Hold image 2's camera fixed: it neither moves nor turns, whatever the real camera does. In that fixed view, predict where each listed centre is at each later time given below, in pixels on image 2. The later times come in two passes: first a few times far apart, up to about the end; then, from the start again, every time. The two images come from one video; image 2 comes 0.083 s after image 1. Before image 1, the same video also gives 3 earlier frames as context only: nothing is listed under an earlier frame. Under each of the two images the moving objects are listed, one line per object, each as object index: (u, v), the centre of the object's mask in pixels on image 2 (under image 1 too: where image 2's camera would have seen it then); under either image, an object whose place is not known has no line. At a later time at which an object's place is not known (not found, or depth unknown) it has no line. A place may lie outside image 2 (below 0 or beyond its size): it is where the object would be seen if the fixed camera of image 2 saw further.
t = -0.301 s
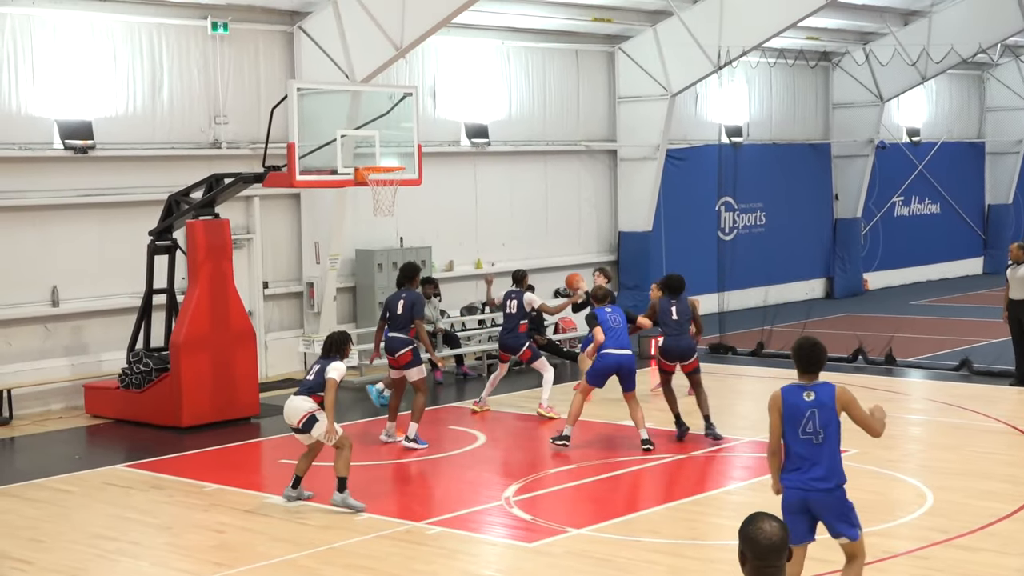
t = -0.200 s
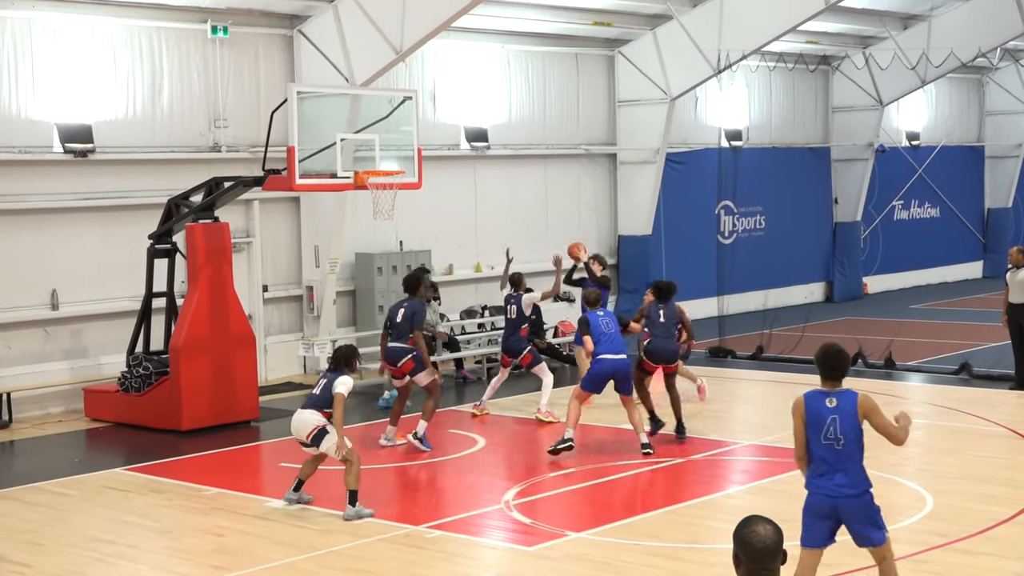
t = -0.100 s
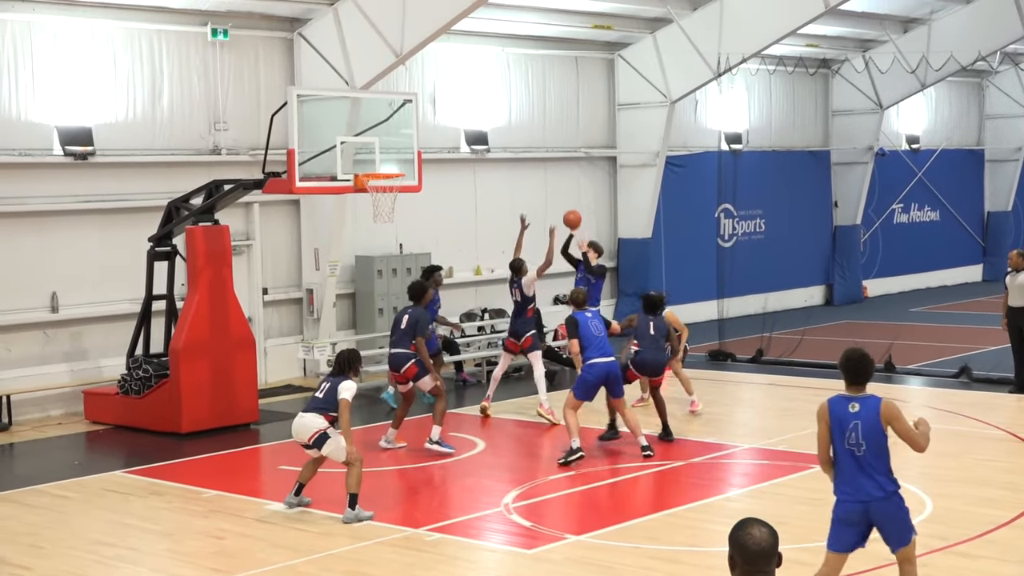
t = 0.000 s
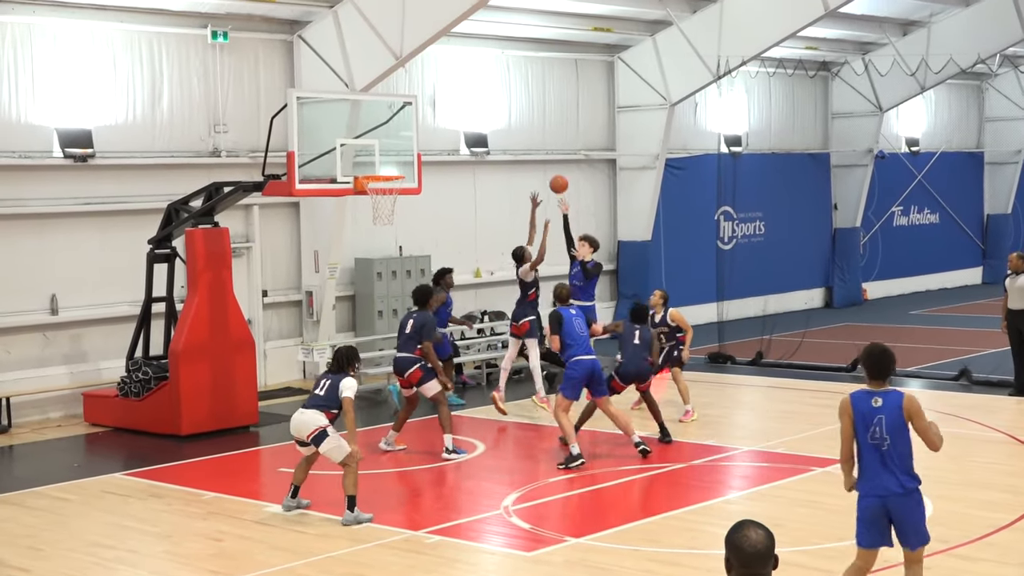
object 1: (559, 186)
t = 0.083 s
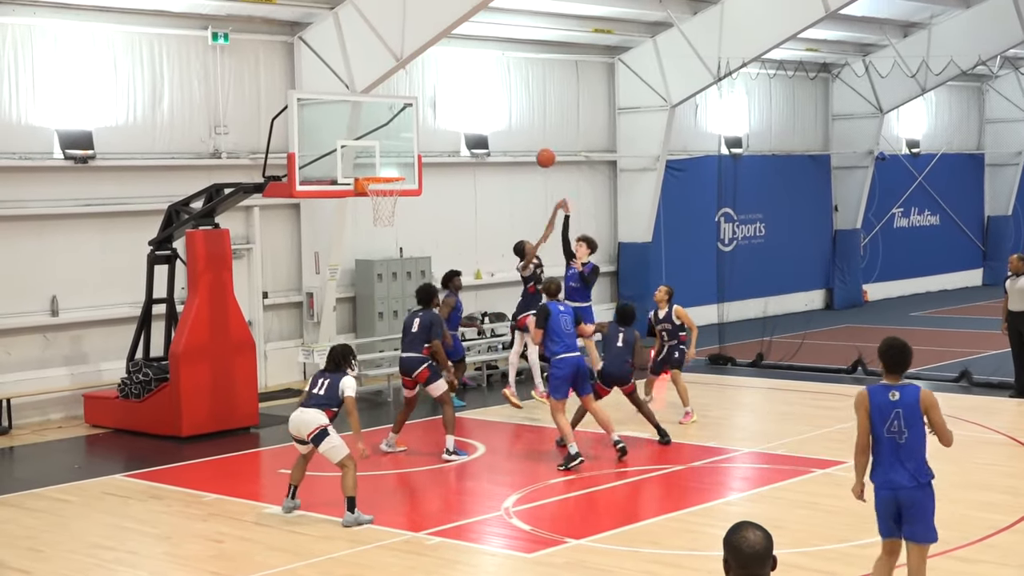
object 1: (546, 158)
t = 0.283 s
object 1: (512, 111)
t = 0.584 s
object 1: (460, 99)
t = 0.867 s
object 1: (408, 161)
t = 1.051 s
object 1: (400, 137)
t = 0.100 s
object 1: (542, 153)
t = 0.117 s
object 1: (540, 148)
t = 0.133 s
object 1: (537, 144)
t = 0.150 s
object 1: (534, 139)
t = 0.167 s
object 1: (531, 135)
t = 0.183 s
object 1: (529, 131)
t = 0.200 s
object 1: (526, 127)
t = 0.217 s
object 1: (523, 123)
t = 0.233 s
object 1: (520, 120)
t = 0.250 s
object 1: (517, 117)
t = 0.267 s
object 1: (515, 114)
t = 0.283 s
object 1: (512, 111)
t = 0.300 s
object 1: (509, 108)
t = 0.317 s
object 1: (506, 106)
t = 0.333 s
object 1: (503, 104)
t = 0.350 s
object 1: (501, 102)
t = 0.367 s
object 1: (498, 100)
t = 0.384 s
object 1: (495, 99)
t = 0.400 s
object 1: (492, 97)
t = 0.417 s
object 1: (489, 96)
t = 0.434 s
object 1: (486, 96)
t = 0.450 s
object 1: (483, 95)
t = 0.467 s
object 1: (480, 95)
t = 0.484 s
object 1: (477, 95)
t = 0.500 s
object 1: (475, 95)
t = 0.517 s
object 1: (472, 95)
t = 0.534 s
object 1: (469, 96)
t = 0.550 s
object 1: (466, 97)
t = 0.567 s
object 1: (463, 98)
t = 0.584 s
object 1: (460, 99)
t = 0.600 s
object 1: (457, 101)
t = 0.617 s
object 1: (454, 102)
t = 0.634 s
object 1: (451, 105)
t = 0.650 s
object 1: (448, 107)
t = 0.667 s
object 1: (444, 110)
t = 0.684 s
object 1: (441, 113)
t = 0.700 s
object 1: (438, 116)
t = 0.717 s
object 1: (436, 119)
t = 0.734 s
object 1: (432, 123)
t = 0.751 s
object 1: (430, 126)
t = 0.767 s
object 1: (427, 130)
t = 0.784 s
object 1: (424, 135)
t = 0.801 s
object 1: (421, 139)
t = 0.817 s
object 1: (418, 144)
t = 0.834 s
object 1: (414, 149)
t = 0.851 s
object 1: (412, 155)
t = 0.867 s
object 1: (408, 161)
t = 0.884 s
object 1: (405, 167)
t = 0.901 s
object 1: (404, 167)
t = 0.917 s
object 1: (404, 163)
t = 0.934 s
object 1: (403, 158)
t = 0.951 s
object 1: (403, 155)
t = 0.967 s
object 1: (403, 151)
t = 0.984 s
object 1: (402, 147)
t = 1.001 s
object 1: (401, 144)
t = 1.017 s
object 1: (401, 142)
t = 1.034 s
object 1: (401, 139)
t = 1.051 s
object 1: (400, 137)
